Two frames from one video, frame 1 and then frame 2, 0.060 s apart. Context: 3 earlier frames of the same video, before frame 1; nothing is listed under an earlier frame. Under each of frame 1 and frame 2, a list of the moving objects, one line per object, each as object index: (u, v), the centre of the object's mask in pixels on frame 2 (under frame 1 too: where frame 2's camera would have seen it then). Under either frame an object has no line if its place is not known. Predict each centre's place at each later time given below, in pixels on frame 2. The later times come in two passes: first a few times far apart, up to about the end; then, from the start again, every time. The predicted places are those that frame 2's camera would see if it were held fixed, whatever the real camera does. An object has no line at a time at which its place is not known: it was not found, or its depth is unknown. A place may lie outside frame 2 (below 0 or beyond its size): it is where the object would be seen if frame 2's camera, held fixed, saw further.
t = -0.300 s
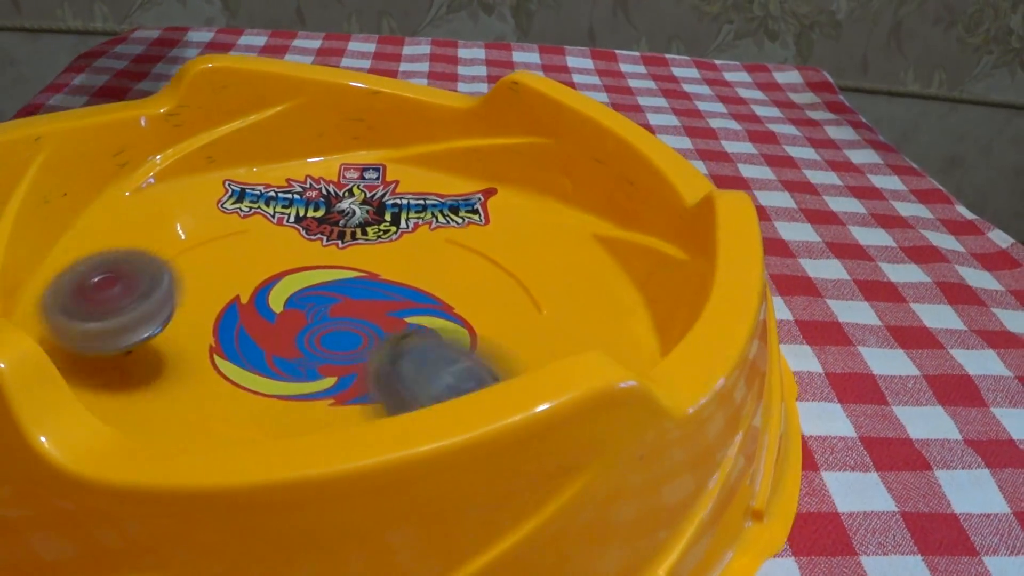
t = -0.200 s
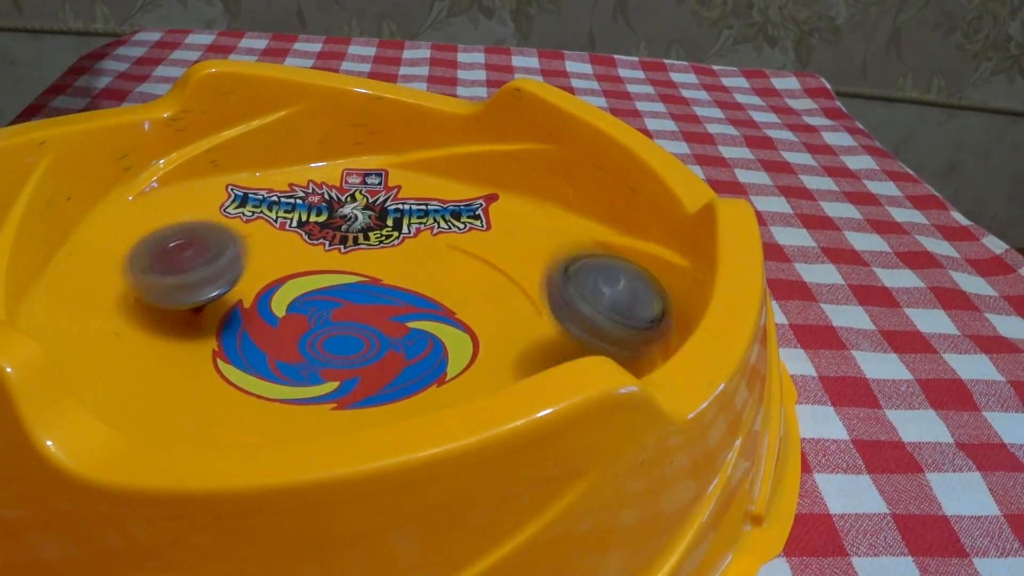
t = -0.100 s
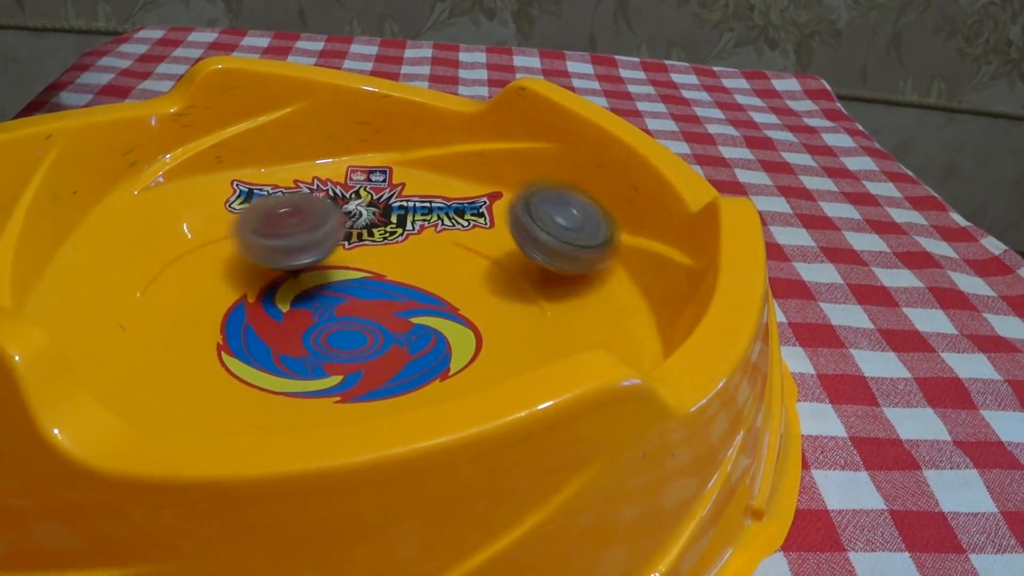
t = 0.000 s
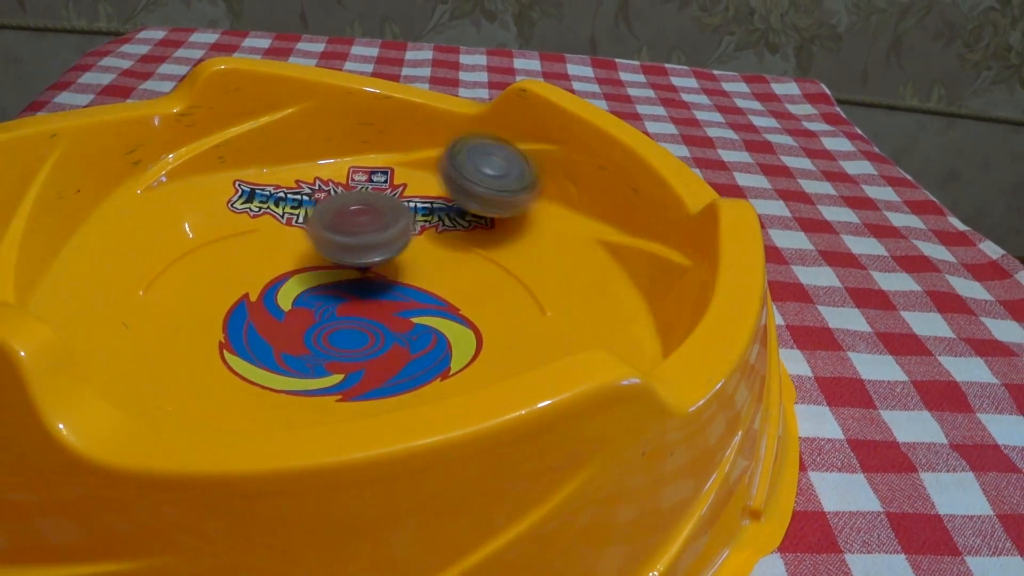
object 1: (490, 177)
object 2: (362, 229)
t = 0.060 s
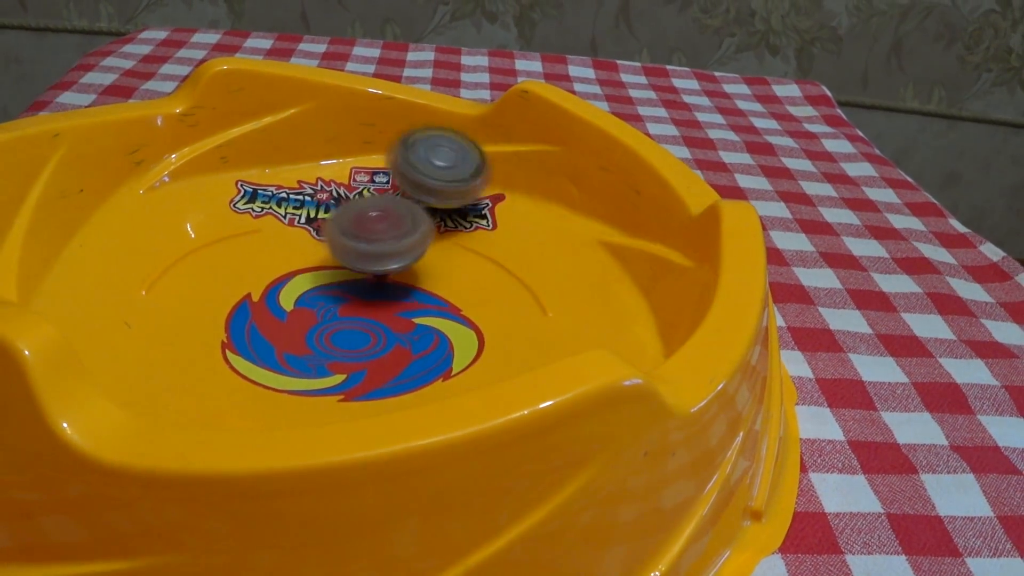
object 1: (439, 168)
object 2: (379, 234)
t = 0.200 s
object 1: (361, 166)
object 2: (389, 250)
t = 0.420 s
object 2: (419, 283)
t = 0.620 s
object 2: (575, 340)
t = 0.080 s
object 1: (425, 166)
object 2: (381, 237)
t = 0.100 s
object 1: (411, 164)
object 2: (382, 239)
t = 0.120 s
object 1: (398, 164)
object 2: (383, 241)
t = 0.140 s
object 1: (387, 164)
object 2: (385, 243)
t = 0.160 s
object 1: (378, 164)
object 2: (386, 245)
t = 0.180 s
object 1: (369, 165)
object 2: (388, 247)
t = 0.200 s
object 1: (361, 166)
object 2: (389, 250)
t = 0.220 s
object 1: (354, 167)
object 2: (391, 251)
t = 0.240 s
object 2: (392, 253)
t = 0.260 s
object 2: (393, 255)
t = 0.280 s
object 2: (394, 257)
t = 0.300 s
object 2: (396, 258)
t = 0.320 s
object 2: (397, 260)
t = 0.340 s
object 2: (398, 261)
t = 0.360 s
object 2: (400, 263)
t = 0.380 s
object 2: (401, 264)
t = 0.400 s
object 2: (403, 268)
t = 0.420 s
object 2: (419, 283)
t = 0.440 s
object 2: (432, 297)
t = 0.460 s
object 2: (445, 310)
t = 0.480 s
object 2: (459, 321)
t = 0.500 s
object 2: (475, 332)
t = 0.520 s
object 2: (491, 339)
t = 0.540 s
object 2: (507, 342)
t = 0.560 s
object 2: (522, 343)
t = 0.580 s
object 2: (539, 343)
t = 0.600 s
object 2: (557, 342)
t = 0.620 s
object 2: (575, 340)
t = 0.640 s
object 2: (593, 337)
